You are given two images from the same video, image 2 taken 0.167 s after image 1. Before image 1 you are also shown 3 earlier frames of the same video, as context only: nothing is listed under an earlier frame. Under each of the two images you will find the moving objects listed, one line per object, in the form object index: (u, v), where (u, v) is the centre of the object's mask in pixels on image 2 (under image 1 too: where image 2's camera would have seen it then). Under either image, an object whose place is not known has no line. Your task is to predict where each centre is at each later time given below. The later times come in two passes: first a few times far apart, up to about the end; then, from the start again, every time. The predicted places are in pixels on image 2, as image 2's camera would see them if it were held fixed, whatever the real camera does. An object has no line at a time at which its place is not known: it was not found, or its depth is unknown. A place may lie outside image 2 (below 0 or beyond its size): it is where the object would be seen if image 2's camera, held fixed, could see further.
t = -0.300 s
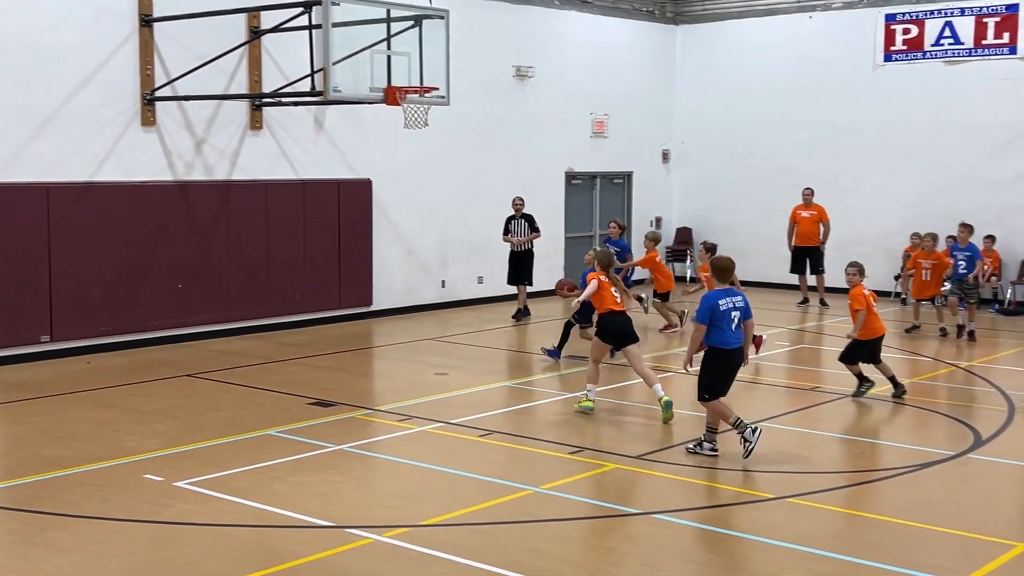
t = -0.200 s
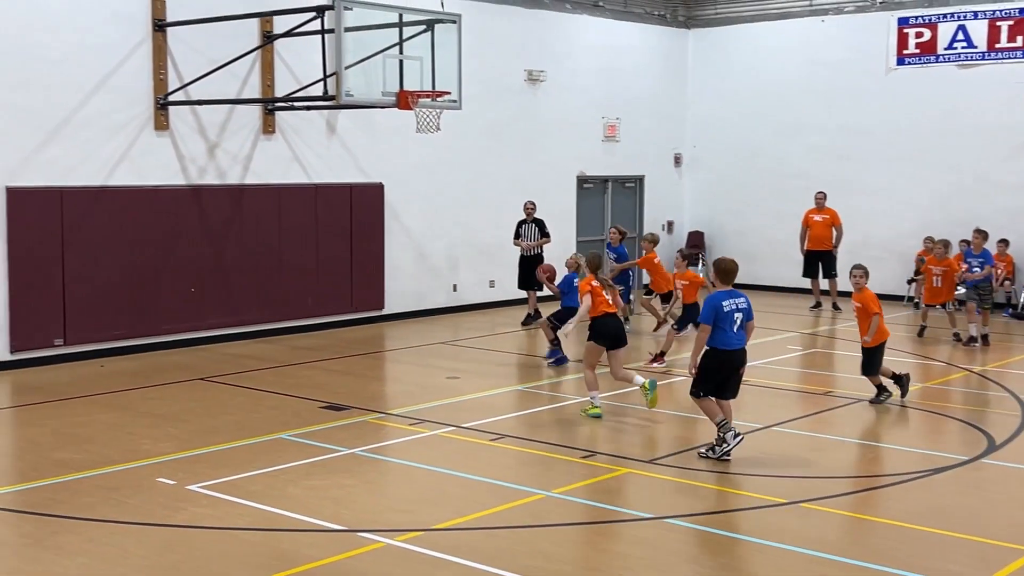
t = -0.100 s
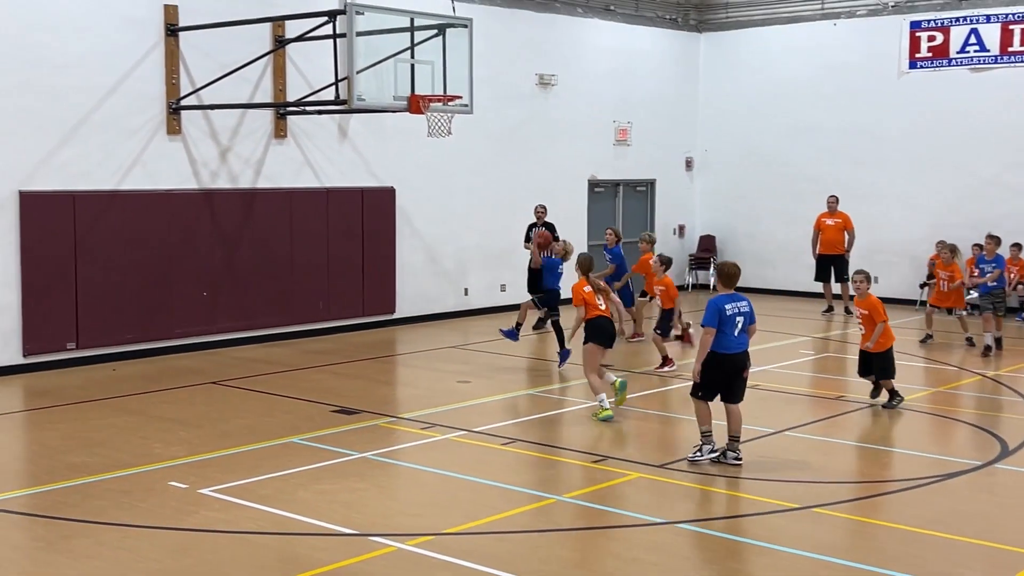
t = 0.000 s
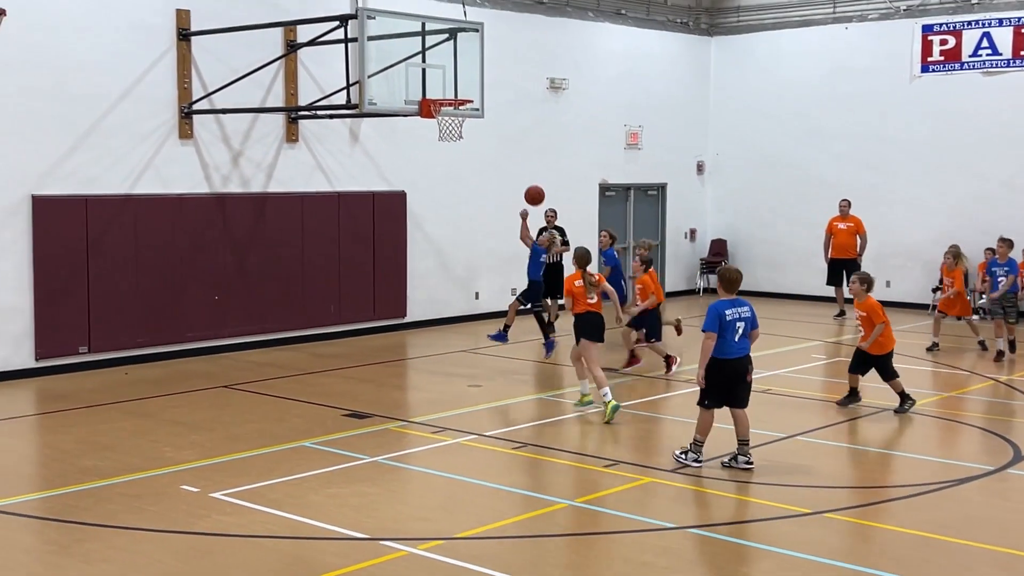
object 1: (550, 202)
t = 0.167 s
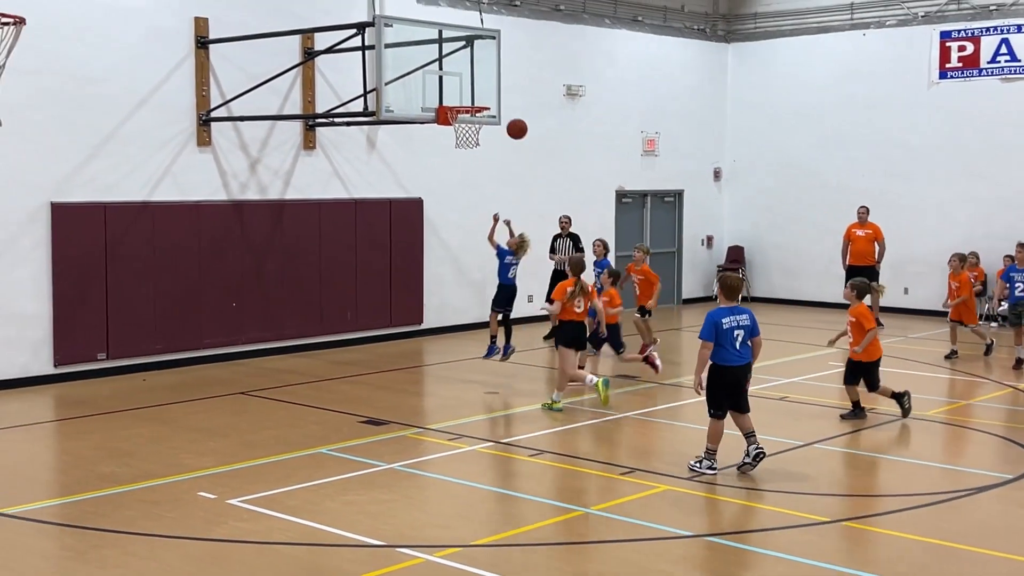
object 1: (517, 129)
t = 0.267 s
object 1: (496, 96)
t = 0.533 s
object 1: (452, 56)
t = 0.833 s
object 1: (447, 100)
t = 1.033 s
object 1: (444, 180)
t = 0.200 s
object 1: (510, 117)
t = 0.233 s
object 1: (503, 106)
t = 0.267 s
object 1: (496, 96)
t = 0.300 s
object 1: (489, 87)
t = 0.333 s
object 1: (482, 80)
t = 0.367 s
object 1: (475, 73)
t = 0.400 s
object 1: (468, 66)
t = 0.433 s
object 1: (461, 61)
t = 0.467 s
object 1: (454, 57)
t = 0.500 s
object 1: (452, 56)
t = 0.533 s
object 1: (452, 56)
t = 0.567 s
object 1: (452, 57)
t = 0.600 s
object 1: (451, 58)
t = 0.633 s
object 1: (451, 62)
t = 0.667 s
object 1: (450, 66)
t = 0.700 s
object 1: (449, 70)
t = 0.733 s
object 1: (449, 77)
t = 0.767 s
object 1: (448, 84)
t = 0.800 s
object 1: (448, 92)
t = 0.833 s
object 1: (447, 100)
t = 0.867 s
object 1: (446, 111)
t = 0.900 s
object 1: (446, 121)
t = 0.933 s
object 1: (445, 136)
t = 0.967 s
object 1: (445, 149)
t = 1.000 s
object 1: (444, 164)
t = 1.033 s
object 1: (444, 180)
